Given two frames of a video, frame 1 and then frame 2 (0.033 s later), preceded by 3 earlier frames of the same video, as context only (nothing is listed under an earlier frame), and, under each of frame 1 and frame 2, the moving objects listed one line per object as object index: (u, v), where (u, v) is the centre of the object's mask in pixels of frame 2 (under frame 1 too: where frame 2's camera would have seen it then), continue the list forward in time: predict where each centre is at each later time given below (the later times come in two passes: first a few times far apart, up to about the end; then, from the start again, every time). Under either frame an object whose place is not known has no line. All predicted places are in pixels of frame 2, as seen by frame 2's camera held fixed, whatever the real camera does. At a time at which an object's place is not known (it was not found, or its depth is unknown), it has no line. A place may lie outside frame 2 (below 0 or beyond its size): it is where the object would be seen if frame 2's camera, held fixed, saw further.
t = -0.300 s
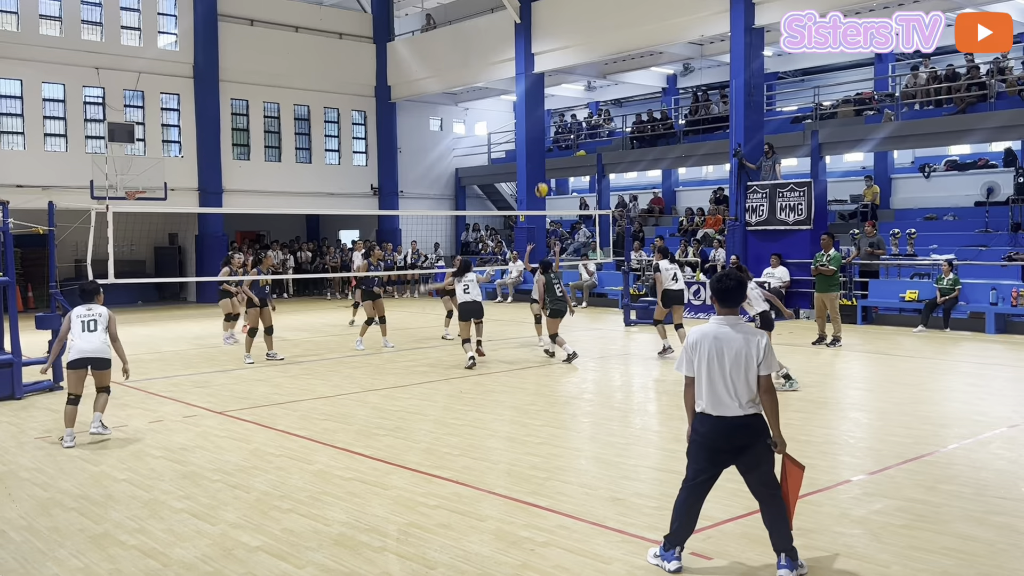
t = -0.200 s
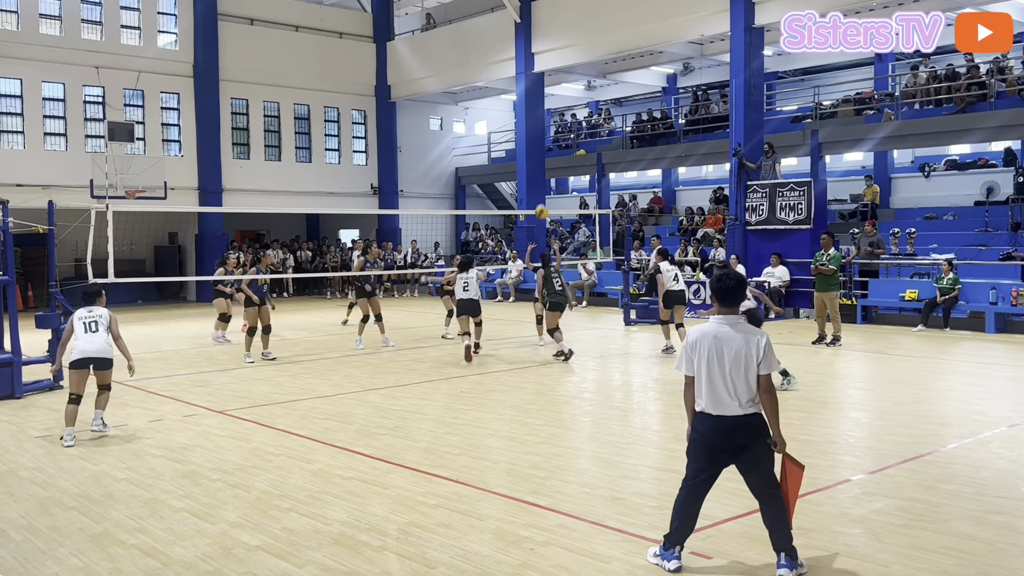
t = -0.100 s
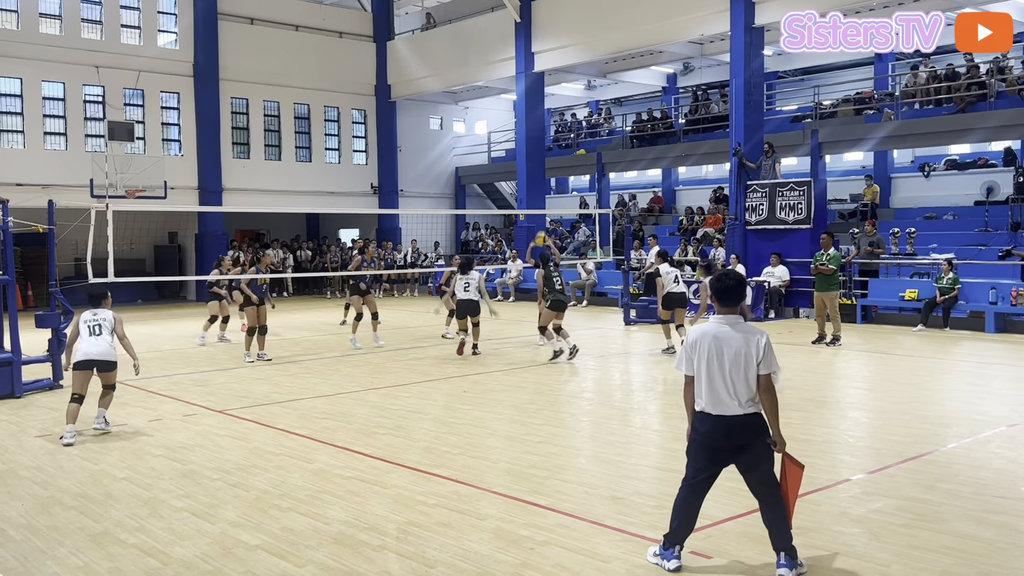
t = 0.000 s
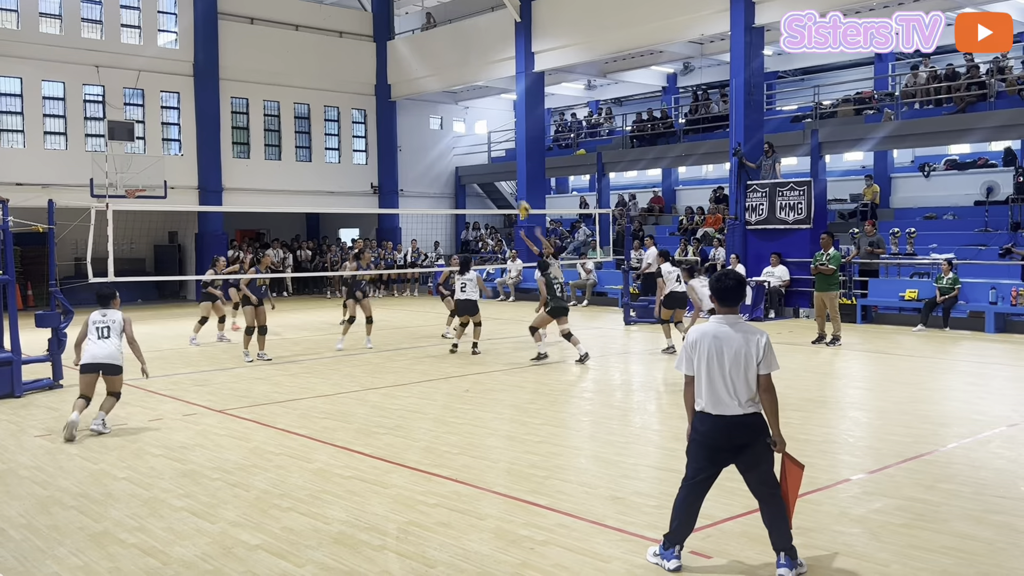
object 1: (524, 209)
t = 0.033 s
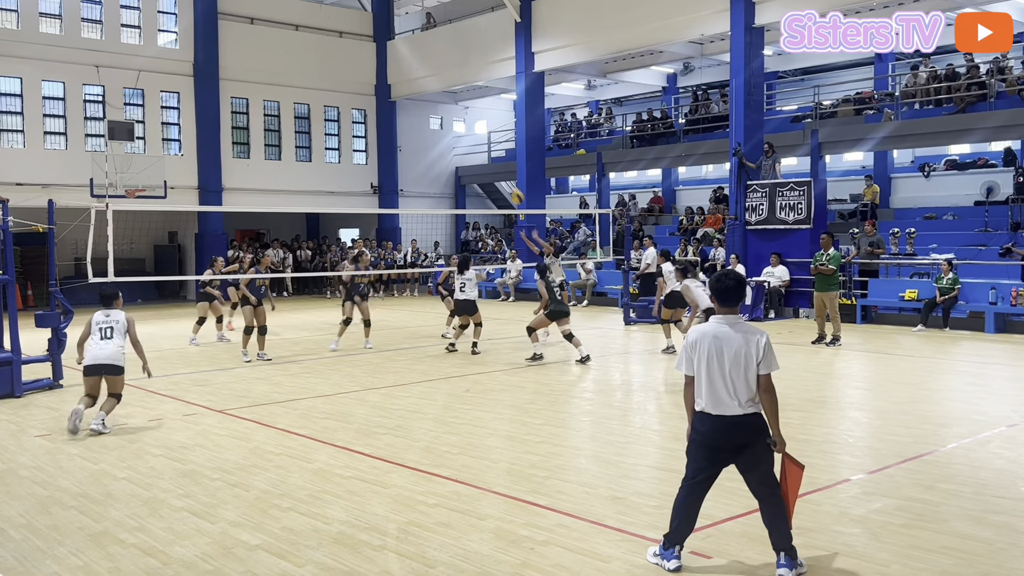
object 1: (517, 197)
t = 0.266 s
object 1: (460, 121)
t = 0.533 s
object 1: (392, 74)
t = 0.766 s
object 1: (328, 73)
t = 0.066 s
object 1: (509, 183)
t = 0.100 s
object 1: (501, 171)
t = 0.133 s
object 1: (493, 162)
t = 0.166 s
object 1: (484, 150)
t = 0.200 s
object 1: (477, 141)
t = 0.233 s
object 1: (468, 130)
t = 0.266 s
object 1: (460, 121)
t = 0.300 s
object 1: (452, 113)
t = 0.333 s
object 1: (443, 104)
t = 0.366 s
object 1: (435, 98)
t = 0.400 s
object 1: (427, 92)
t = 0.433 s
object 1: (418, 87)
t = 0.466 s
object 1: (409, 82)
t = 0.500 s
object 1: (401, 77)
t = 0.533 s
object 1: (392, 74)
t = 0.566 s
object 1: (383, 71)
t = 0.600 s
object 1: (374, 70)
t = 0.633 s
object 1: (365, 68)
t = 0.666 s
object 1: (356, 68)
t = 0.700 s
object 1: (347, 69)
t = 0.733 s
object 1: (338, 70)
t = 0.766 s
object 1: (328, 73)
